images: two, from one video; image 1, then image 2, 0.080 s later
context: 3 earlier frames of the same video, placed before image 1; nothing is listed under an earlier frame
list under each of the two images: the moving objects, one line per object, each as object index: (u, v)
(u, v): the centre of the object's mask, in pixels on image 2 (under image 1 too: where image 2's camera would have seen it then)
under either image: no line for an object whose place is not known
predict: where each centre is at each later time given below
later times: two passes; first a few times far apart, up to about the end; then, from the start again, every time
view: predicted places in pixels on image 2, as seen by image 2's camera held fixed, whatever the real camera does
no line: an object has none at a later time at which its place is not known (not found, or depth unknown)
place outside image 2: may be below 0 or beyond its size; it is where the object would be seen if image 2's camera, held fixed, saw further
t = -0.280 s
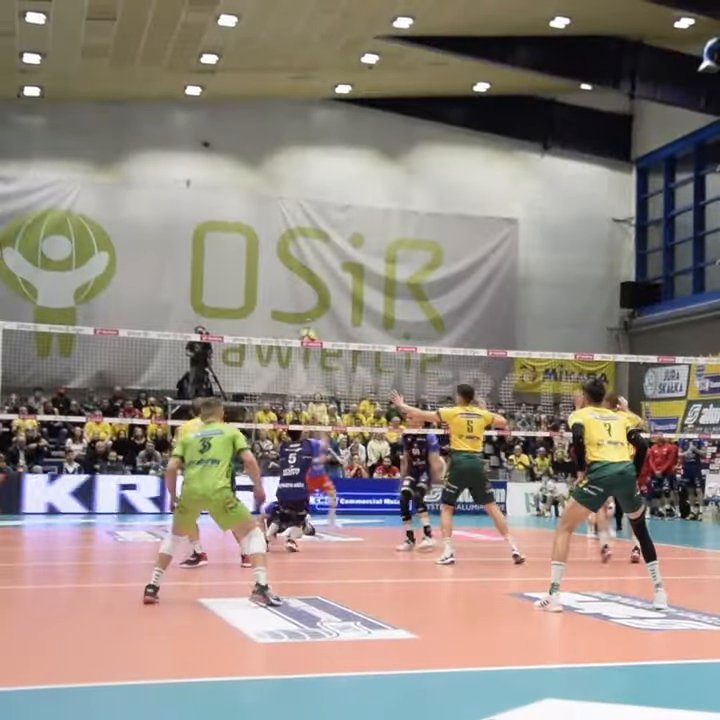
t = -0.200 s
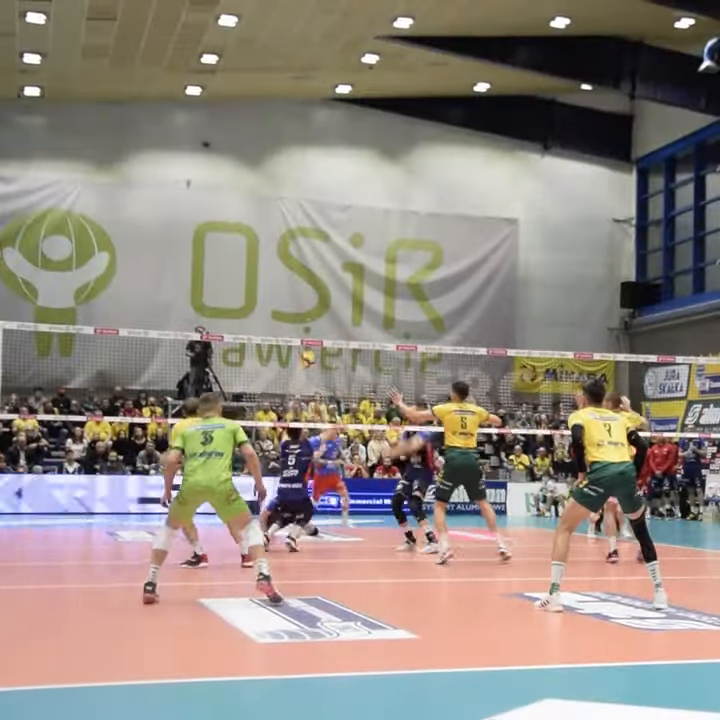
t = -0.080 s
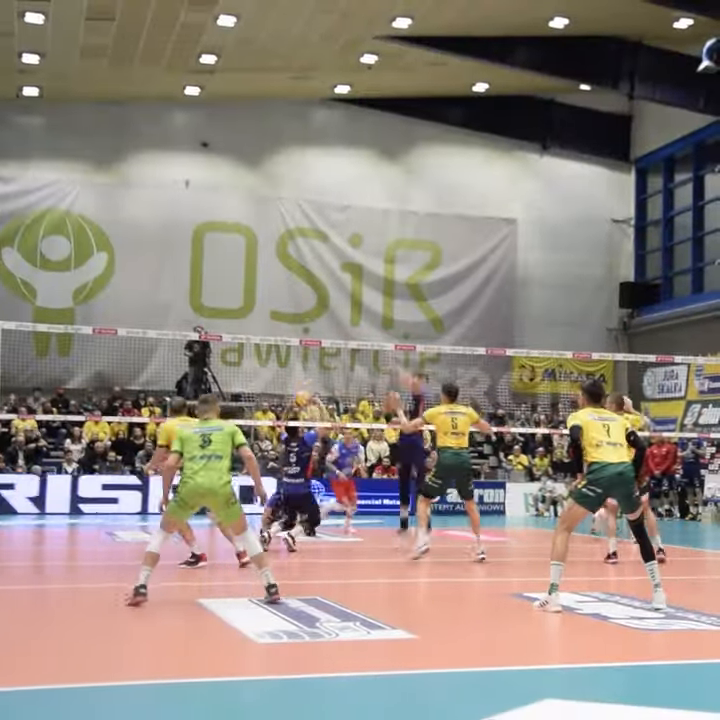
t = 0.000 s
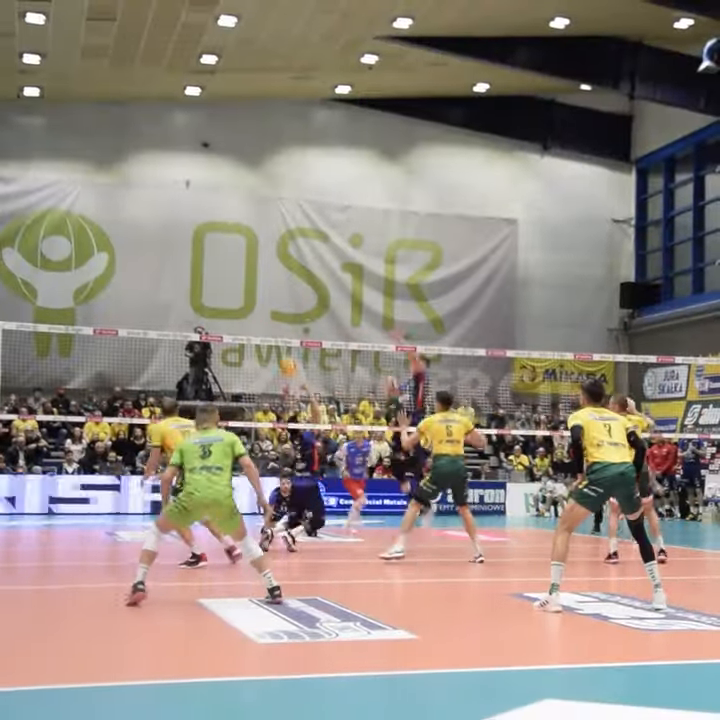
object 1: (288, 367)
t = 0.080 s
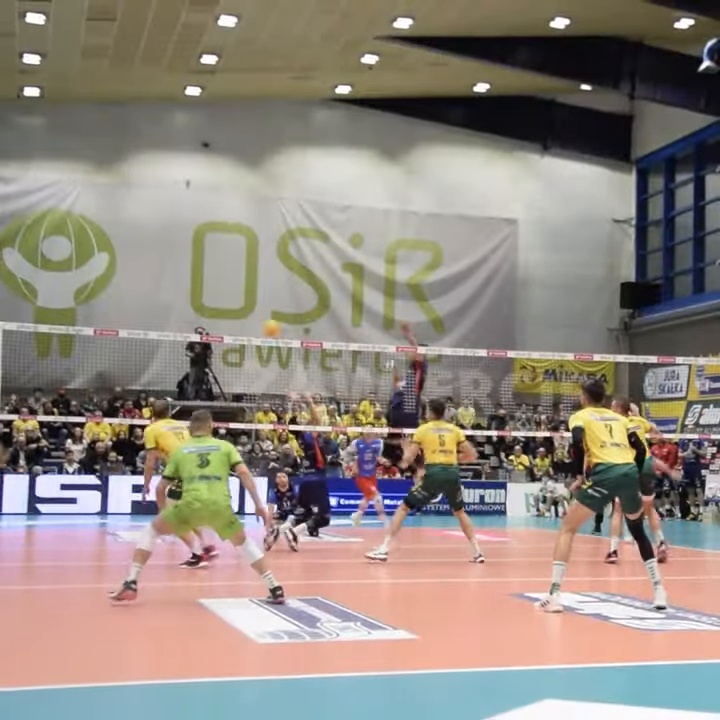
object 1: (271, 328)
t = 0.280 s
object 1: (233, 256)
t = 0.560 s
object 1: (173, 208)
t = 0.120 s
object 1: (264, 311)
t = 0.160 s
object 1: (257, 295)
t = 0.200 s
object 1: (249, 280)
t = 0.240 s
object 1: (240, 267)
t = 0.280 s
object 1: (233, 256)
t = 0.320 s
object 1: (224, 245)
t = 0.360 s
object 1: (215, 236)
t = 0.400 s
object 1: (207, 228)
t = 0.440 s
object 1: (199, 221)
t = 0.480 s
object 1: (189, 215)
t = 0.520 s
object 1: (181, 212)
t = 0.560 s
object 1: (173, 208)
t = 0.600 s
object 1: (164, 206)
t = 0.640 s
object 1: (154, 206)
